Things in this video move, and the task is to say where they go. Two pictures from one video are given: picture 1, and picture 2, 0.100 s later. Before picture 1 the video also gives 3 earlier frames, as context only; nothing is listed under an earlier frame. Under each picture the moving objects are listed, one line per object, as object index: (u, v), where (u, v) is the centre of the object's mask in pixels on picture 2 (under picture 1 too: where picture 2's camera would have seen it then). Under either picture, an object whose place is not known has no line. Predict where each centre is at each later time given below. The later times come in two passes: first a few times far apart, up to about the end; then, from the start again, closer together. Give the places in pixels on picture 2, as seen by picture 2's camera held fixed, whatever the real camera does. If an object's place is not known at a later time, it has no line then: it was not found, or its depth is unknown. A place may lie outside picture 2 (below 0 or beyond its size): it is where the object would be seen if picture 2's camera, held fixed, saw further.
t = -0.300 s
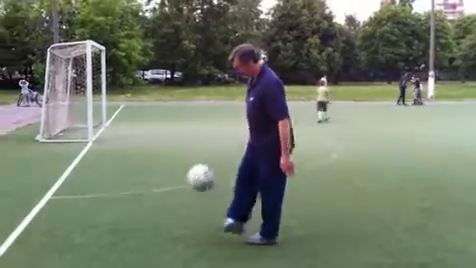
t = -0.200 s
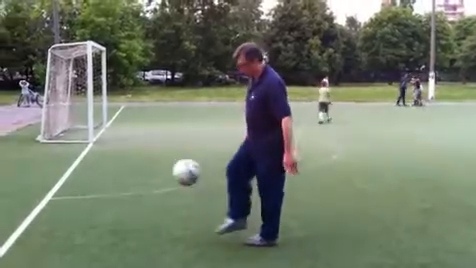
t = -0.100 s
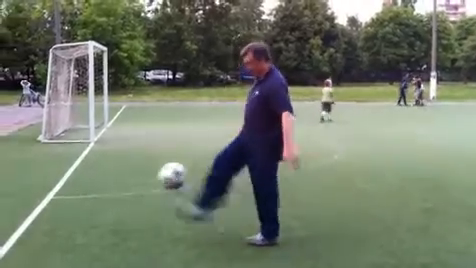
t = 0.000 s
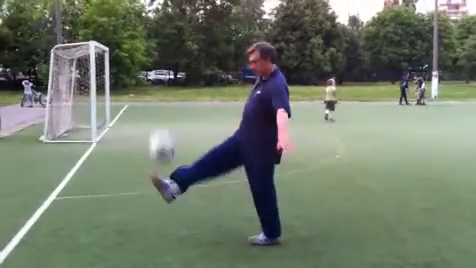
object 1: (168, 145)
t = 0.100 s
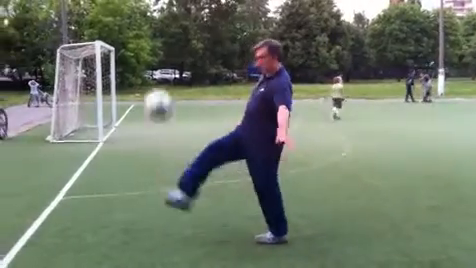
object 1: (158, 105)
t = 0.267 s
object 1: (141, 58)
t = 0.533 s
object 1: (117, 52)
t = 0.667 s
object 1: (106, 81)
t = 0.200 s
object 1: (147, 71)
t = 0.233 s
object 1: (144, 64)
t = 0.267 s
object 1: (141, 58)
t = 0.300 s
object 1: (138, 53)
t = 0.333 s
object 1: (134, 50)
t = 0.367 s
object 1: (132, 47)
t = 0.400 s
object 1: (130, 46)
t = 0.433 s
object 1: (128, 46)
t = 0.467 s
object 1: (123, 46)
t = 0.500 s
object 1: (120, 48)
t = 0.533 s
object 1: (117, 52)
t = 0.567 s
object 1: (114, 57)
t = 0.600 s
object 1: (112, 62)
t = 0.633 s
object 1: (111, 72)
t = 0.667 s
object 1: (106, 81)
